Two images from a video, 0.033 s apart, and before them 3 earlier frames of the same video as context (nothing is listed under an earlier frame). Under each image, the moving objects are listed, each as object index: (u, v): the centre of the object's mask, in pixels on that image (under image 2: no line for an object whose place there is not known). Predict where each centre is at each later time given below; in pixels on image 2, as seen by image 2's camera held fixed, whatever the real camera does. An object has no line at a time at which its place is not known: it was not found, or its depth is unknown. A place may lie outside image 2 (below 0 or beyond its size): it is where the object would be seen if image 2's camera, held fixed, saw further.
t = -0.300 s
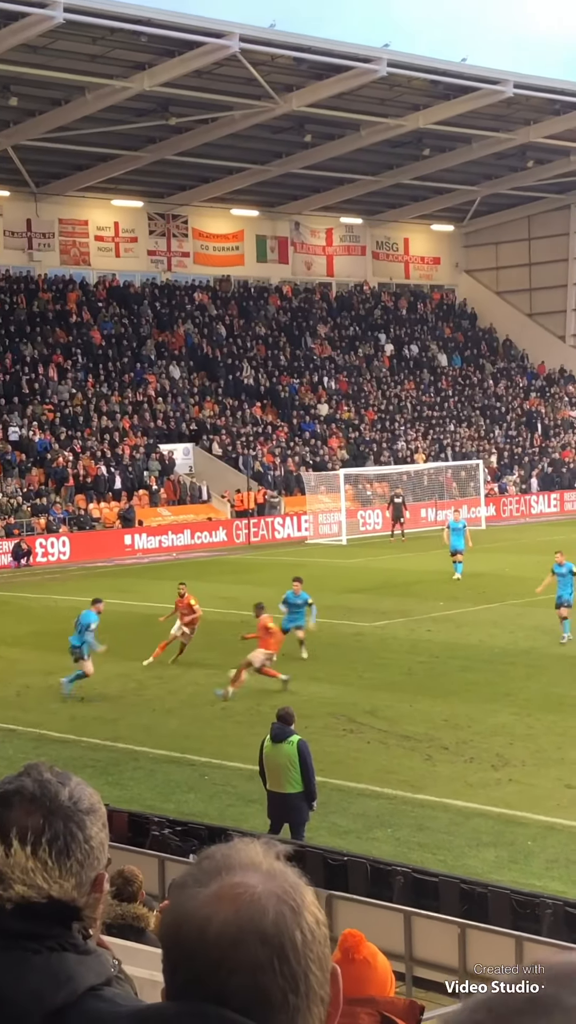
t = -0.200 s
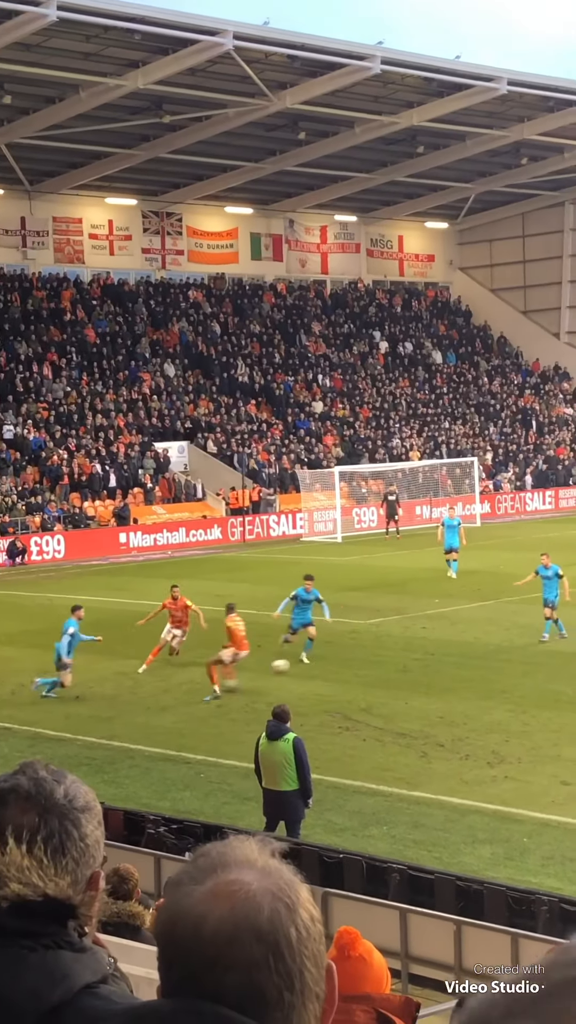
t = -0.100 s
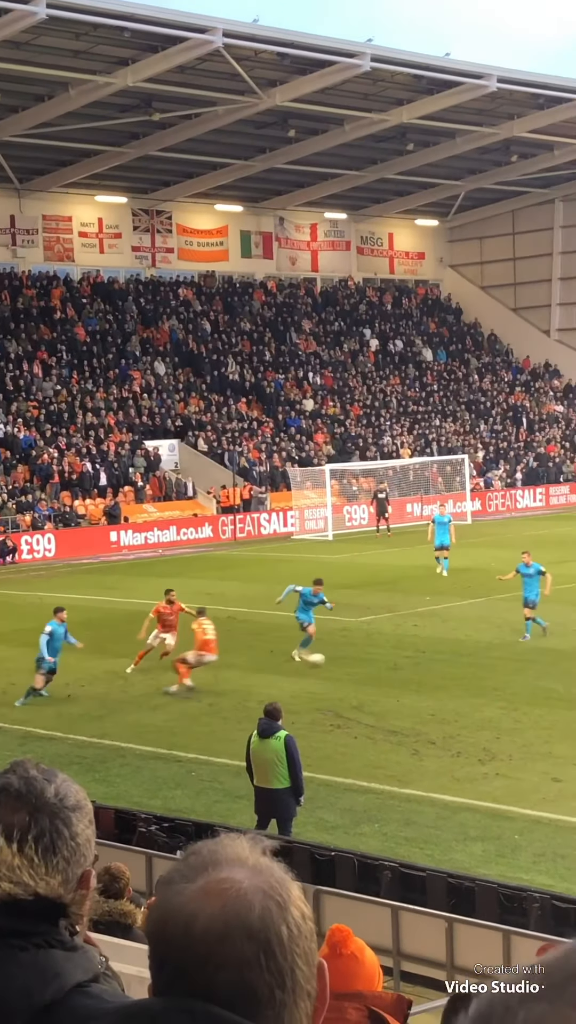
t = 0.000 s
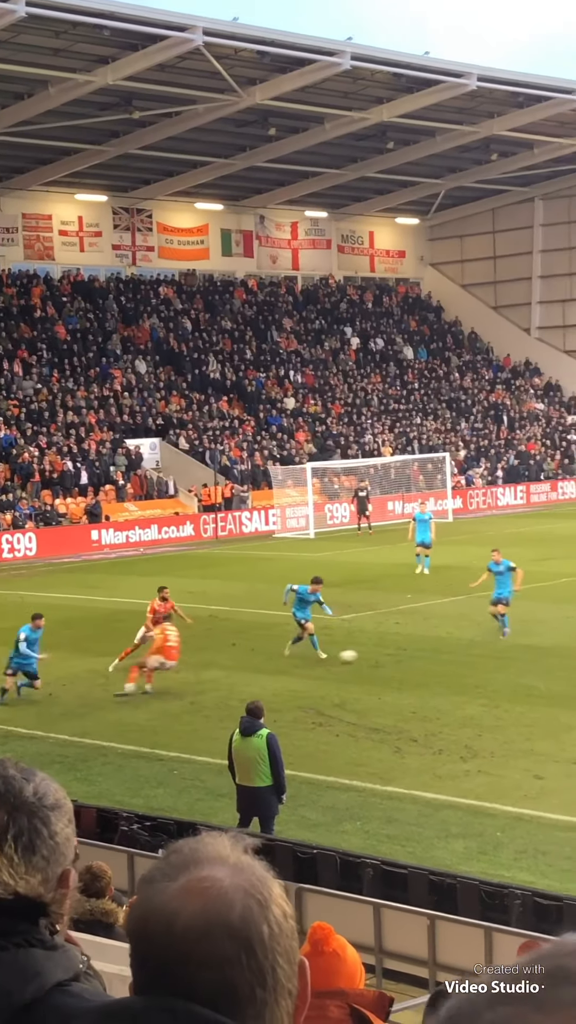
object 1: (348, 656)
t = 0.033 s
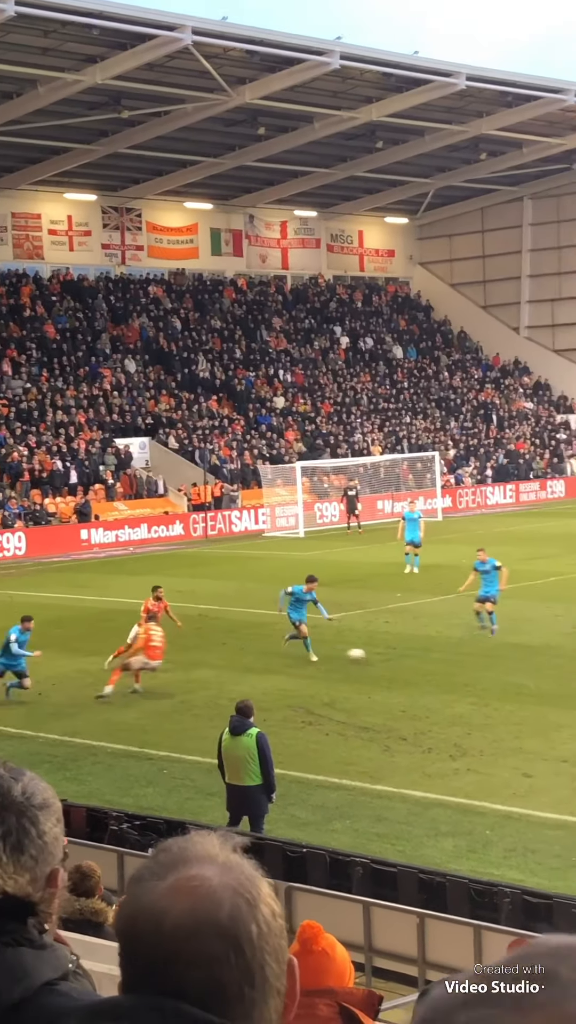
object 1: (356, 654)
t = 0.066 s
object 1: (373, 654)
